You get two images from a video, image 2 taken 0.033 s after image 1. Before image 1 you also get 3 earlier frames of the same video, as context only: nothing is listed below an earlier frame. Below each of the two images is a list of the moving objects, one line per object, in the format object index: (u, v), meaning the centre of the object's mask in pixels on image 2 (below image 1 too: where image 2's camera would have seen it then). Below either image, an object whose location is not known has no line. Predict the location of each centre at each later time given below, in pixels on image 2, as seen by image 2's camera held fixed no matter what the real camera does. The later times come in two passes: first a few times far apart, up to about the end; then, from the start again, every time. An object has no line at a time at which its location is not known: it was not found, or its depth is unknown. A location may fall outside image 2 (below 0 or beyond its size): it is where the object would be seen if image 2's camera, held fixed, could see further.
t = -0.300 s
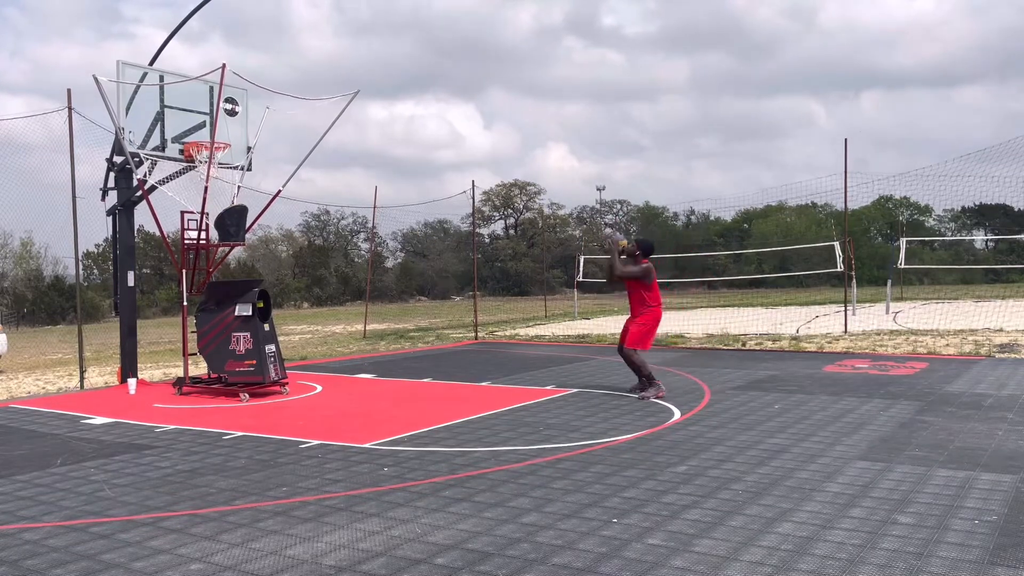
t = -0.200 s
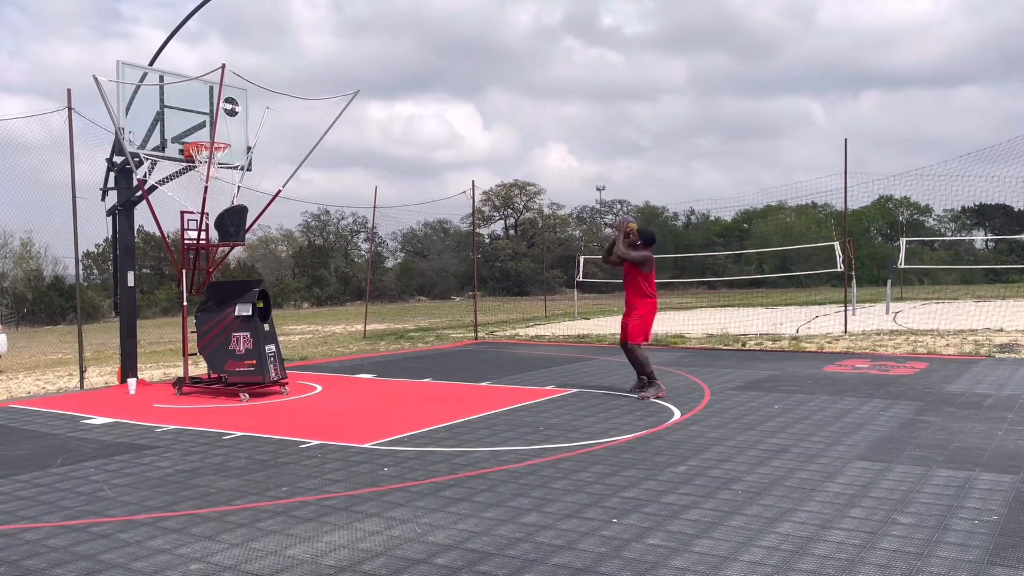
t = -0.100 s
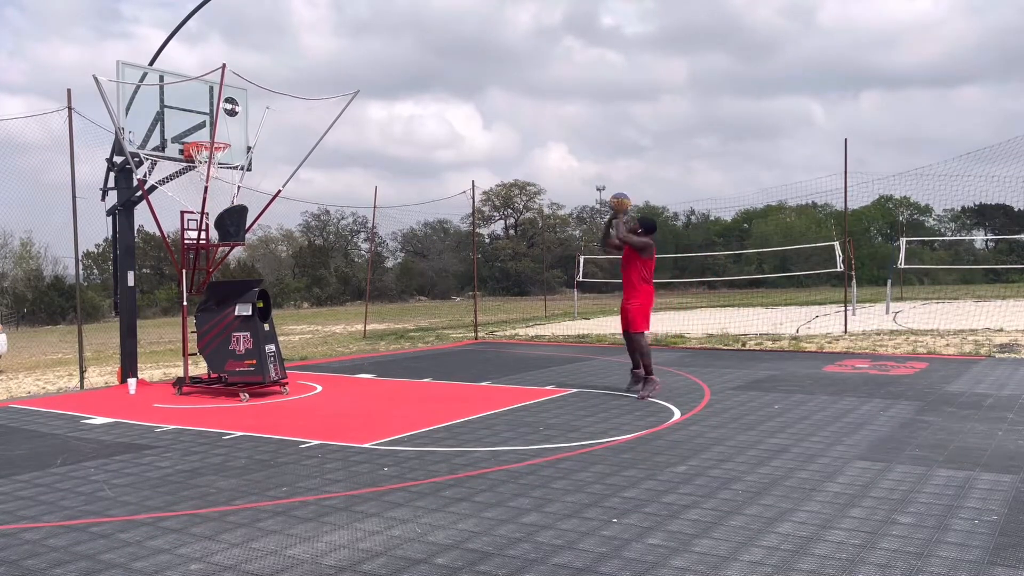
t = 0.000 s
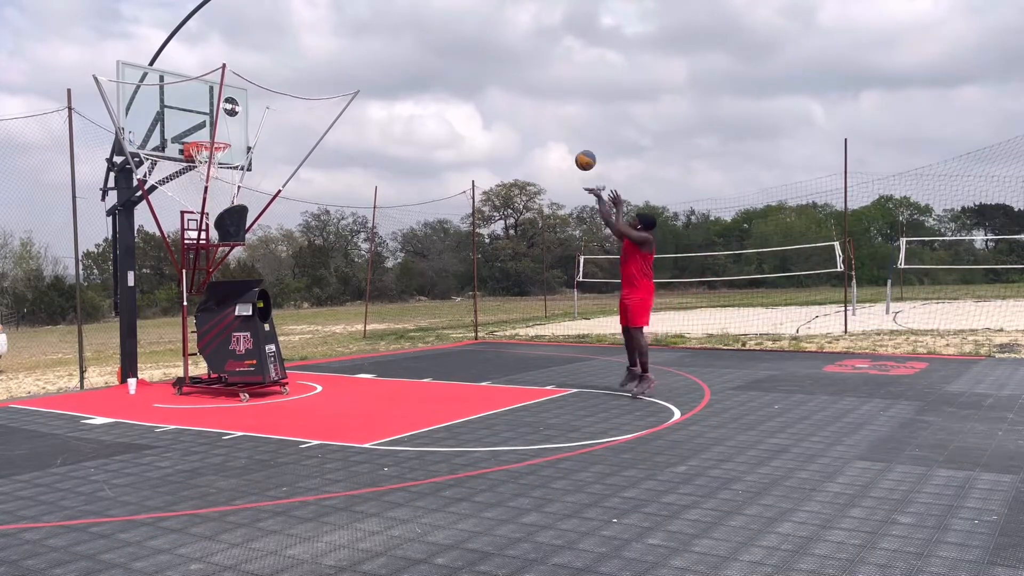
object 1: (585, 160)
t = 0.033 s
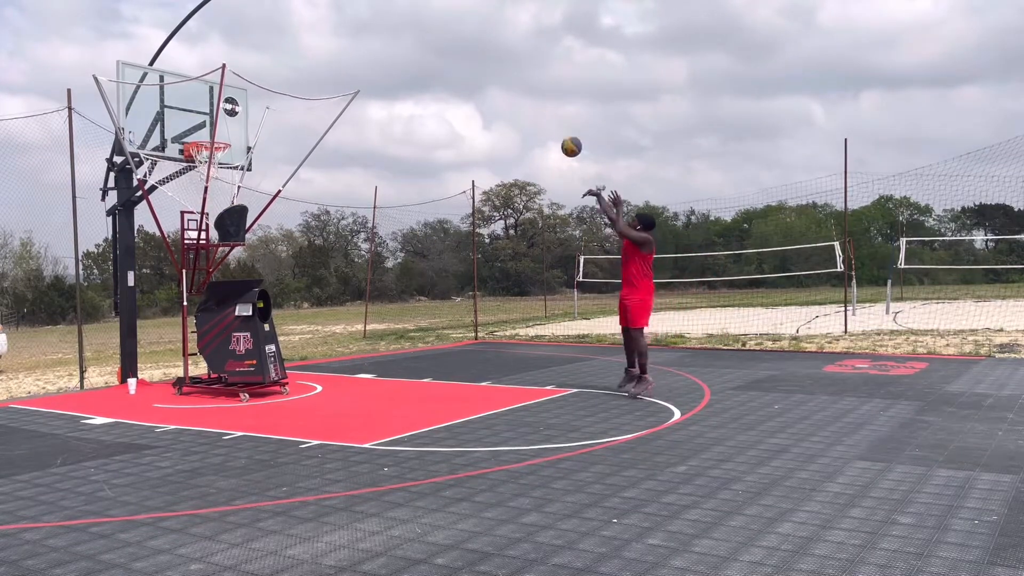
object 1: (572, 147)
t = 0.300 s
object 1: (463, 74)
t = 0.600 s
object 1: (348, 66)
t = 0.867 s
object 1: (254, 120)
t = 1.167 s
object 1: (305, 132)
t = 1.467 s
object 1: (300, 122)
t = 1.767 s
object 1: (285, 157)
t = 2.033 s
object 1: (249, 185)
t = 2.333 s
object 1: (211, 215)
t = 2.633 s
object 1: (214, 208)
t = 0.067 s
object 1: (557, 134)
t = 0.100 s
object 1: (544, 122)
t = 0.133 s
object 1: (530, 112)
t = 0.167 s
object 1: (516, 102)
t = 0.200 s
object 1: (503, 93)
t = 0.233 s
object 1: (490, 86)
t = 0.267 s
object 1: (476, 79)
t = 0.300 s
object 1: (463, 74)
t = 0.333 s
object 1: (450, 69)
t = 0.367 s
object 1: (437, 65)
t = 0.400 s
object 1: (424, 63)
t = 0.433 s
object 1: (411, 61)
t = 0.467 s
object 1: (399, 60)
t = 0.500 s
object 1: (386, 60)
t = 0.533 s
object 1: (373, 61)
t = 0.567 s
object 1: (361, 63)
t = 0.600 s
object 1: (348, 66)
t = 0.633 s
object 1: (336, 70)
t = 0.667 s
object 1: (324, 75)
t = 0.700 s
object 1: (312, 80)
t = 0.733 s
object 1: (300, 87)
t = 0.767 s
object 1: (289, 94)
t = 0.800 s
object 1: (277, 102)
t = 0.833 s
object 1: (265, 111)
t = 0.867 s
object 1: (254, 120)
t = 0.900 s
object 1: (242, 131)
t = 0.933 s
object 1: (235, 139)
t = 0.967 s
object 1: (245, 136)
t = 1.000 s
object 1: (255, 133)
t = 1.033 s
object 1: (265, 131)
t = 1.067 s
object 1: (275, 130)
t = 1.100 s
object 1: (285, 130)
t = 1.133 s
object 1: (295, 131)
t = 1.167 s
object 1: (305, 132)
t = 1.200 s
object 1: (313, 134)
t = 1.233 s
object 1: (312, 131)
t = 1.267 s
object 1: (310, 128)
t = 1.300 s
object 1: (309, 125)
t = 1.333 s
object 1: (307, 123)
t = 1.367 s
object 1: (306, 121)
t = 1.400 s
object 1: (304, 121)
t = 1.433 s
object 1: (302, 121)
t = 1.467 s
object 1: (300, 122)
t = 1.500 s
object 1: (299, 123)
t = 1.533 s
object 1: (297, 126)
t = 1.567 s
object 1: (296, 129)
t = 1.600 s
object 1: (294, 133)
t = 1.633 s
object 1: (292, 138)
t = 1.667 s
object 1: (291, 143)
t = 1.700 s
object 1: (289, 148)
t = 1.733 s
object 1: (287, 153)
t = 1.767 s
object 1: (285, 157)
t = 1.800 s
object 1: (283, 160)
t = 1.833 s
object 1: (280, 163)
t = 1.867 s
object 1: (276, 166)
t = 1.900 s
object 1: (272, 169)
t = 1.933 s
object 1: (267, 172)
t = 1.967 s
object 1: (261, 176)
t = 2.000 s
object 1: (255, 180)
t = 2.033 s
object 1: (249, 185)
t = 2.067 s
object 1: (244, 190)
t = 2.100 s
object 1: (238, 196)
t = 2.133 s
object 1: (231, 201)
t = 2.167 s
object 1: (222, 208)
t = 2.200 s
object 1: (213, 219)
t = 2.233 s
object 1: (211, 220)
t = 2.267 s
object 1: (208, 221)
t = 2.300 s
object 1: (209, 219)
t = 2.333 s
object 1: (211, 215)
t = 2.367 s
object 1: (212, 211)
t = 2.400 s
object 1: (212, 208)
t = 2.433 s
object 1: (213, 206)
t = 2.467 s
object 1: (213, 204)
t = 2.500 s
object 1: (213, 203)
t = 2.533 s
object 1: (214, 203)
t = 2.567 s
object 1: (214, 204)
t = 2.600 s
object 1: (215, 206)
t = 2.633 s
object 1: (214, 208)
